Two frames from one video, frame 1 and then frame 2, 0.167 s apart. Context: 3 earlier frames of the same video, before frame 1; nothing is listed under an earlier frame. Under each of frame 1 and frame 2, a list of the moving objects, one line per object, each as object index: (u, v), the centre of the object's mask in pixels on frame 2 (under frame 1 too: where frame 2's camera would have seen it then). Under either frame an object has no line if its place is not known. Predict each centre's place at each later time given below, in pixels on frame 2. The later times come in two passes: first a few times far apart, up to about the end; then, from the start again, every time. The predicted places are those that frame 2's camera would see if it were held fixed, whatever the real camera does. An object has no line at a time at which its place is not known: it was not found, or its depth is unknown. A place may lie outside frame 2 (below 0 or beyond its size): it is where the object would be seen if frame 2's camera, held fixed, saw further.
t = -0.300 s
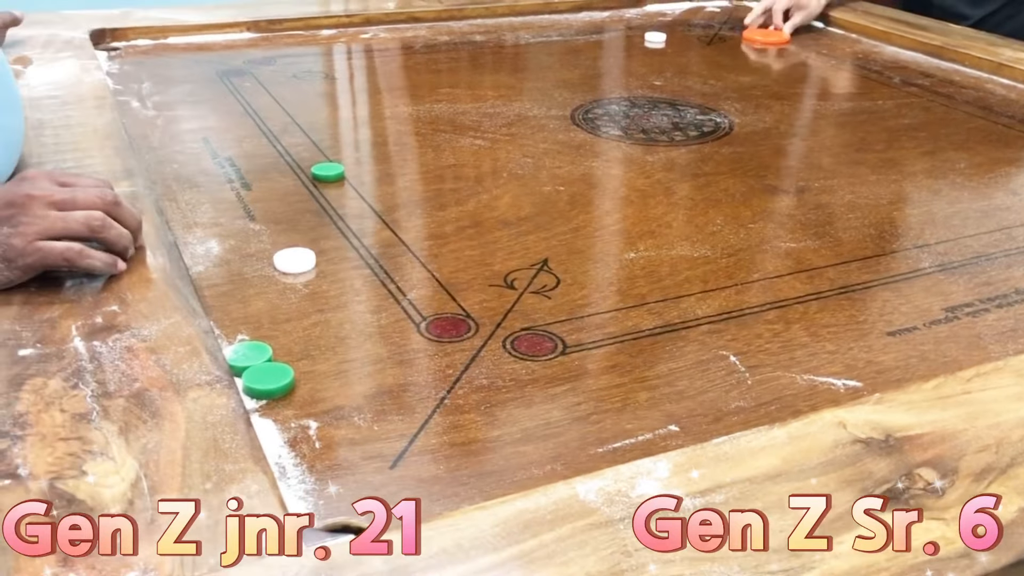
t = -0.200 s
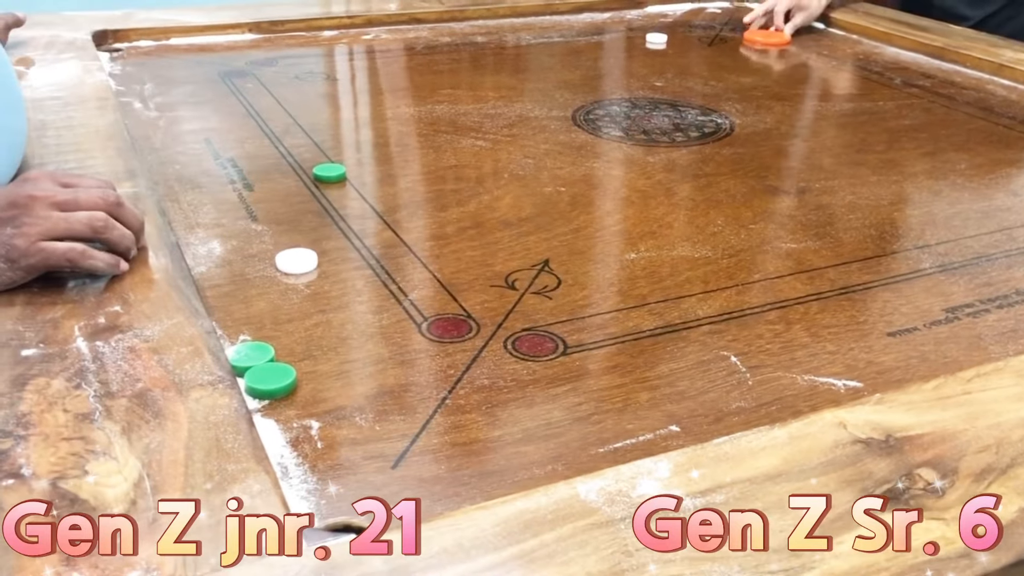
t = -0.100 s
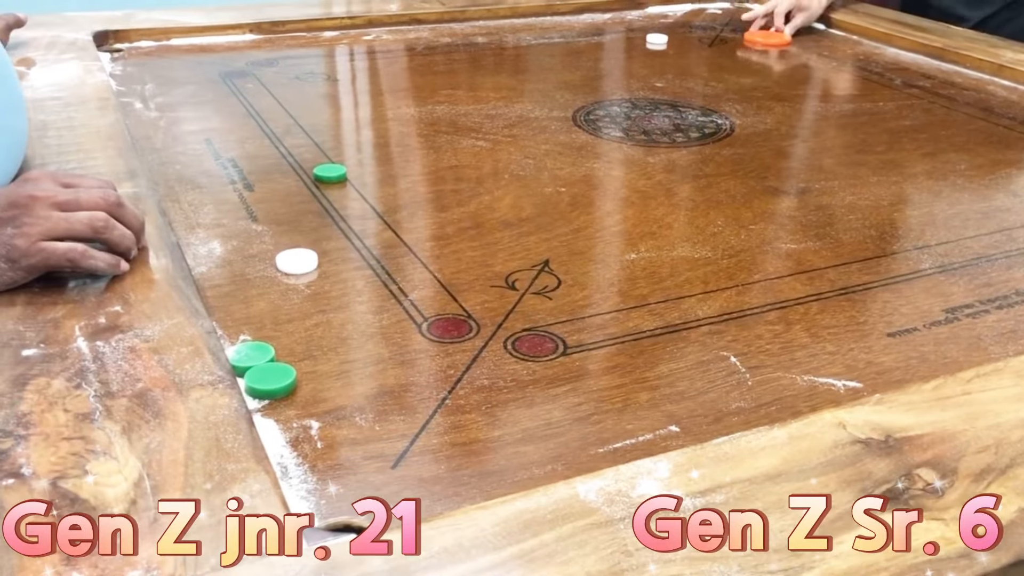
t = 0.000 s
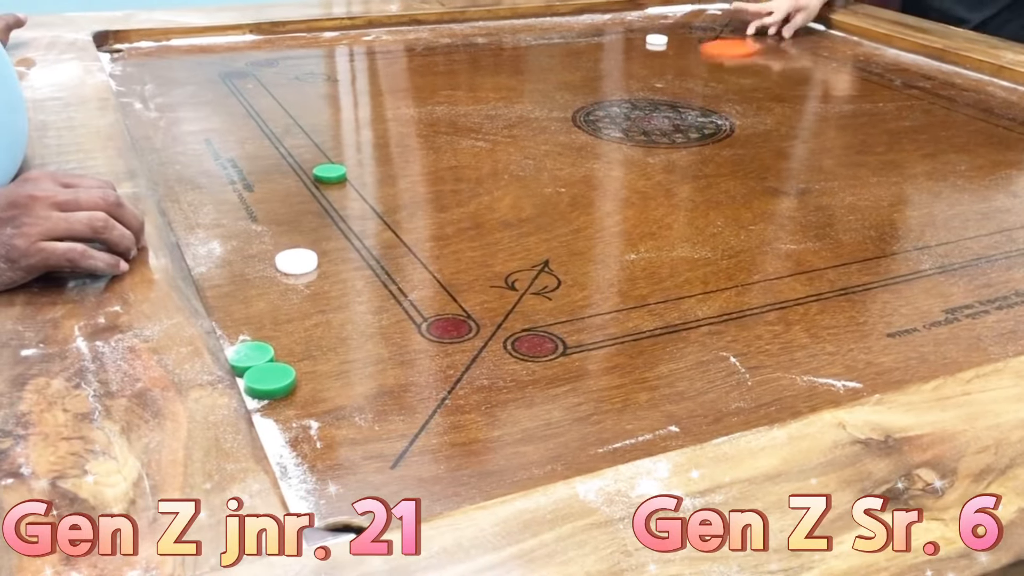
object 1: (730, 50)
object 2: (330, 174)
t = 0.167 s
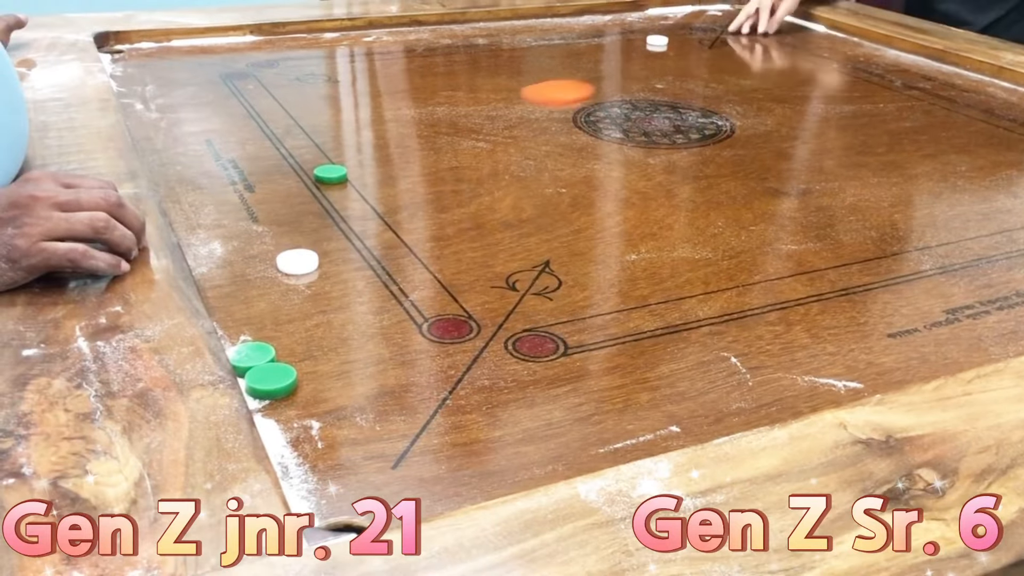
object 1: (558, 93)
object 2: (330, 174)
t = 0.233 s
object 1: (475, 114)
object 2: (330, 174)
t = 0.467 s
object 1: (272, 181)
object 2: (332, 174)
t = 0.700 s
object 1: (464, 174)
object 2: (761, 150)
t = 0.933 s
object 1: (589, 169)
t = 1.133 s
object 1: (648, 167)
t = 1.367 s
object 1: (674, 167)
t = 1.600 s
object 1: (674, 167)
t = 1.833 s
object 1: (674, 166)
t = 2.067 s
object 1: (675, 166)
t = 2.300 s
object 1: (674, 166)
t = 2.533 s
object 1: (674, 166)
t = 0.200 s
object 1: (518, 103)
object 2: (330, 174)
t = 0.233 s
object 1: (475, 114)
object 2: (330, 174)
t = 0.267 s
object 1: (430, 125)
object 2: (330, 174)
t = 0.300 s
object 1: (382, 137)
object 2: (330, 174)
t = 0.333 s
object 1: (330, 149)
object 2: (331, 174)
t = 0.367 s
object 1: (274, 163)
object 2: (330, 174)
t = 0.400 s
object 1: (212, 179)
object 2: (330, 174)
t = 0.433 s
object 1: (225, 182)
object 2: (330, 174)
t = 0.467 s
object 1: (272, 181)
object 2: (332, 174)
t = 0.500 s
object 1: (306, 179)
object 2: (400, 170)
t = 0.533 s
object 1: (337, 178)
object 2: (467, 166)
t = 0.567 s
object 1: (364, 177)
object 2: (531, 163)
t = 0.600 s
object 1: (393, 176)
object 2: (594, 159)
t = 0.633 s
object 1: (417, 176)
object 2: (652, 156)
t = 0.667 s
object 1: (442, 175)
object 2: (708, 153)
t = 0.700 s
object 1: (464, 174)
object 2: (761, 150)
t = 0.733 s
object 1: (485, 173)
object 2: (812, 148)
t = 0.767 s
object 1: (506, 172)
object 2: (862, 146)
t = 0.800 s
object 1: (524, 172)
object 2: (908, 143)
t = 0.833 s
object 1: (542, 171)
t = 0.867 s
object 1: (559, 170)
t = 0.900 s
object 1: (574, 170)
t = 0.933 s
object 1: (589, 169)
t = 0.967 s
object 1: (601, 169)
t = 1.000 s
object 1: (612, 168)
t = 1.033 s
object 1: (623, 168)
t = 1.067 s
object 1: (633, 168)
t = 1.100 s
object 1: (641, 168)
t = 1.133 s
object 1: (648, 167)
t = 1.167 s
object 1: (654, 167)
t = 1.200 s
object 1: (659, 167)
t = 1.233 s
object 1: (665, 167)
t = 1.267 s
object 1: (669, 167)
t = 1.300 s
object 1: (671, 167)
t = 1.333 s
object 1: (673, 167)
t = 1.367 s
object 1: (674, 167)
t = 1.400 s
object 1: (674, 166)
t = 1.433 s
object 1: (674, 166)
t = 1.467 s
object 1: (674, 166)
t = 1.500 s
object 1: (674, 166)
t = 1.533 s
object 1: (674, 167)
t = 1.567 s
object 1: (674, 167)
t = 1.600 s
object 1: (674, 167)
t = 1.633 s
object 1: (674, 166)
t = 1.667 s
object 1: (674, 166)
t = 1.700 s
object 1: (674, 166)
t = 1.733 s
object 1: (674, 166)
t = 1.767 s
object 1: (674, 166)
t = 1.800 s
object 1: (674, 166)
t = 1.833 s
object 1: (674, 166)
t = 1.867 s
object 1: (674, 166)
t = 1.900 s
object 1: (674, 166)
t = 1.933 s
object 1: (674, 166)
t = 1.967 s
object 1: (675, 166)
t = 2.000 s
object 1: (674, 166)
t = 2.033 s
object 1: (674, 166)
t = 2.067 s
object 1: (675, 166)
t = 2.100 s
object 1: (674, 166)
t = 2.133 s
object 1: (674, 166)
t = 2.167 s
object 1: (674, 166)
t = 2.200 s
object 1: (674, 166)
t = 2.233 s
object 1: (674, 166)
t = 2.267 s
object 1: (674, 166)
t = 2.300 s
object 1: (674, 166)
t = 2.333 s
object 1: (675, 166)
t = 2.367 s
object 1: (675, 166)
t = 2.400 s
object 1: (674, 166)
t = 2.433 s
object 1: (674, 166)
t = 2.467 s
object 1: (674, 166)
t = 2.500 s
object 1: (674, 166)
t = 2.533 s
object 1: (674, 166)
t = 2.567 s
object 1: (675, 166)
